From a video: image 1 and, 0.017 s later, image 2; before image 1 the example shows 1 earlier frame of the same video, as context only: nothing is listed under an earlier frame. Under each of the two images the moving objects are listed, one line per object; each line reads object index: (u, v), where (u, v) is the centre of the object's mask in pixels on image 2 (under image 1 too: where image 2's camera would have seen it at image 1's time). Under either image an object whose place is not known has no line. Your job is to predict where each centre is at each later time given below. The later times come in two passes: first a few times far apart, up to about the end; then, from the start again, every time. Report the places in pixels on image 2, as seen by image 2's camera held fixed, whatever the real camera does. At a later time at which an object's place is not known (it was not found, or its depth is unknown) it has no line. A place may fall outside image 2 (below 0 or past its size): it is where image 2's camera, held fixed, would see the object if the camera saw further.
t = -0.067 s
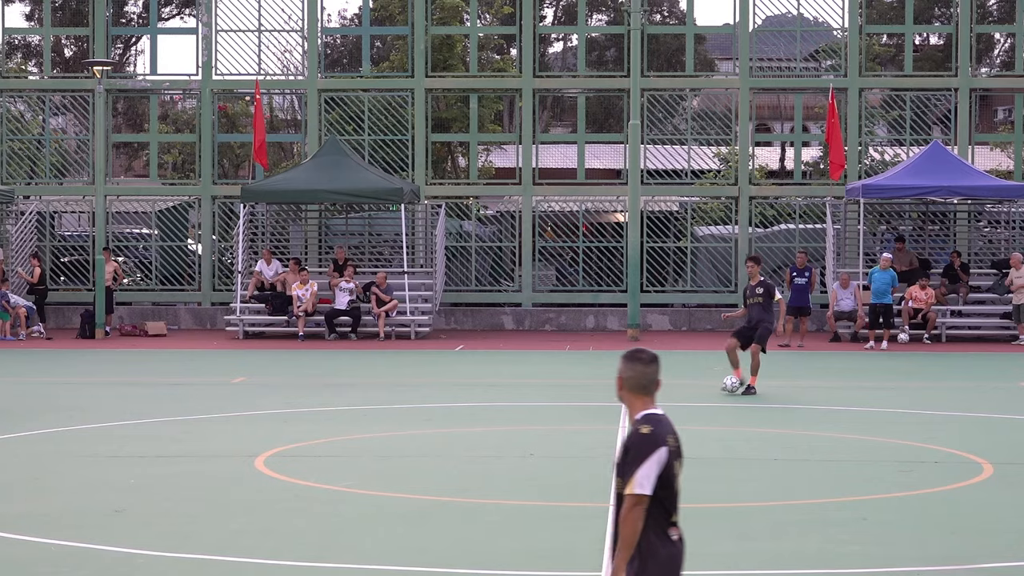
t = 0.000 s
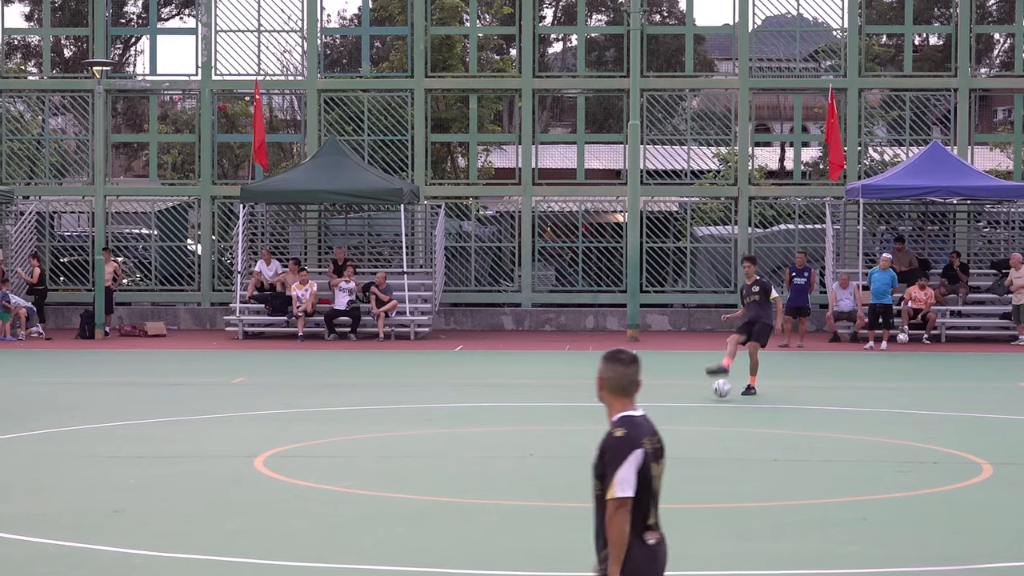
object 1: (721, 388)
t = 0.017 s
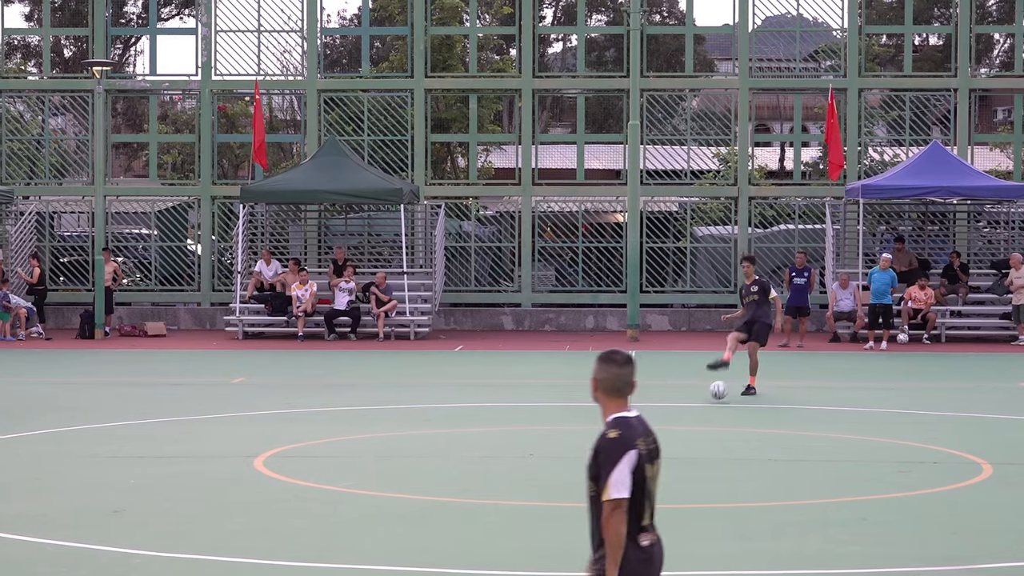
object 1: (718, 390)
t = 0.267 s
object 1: (677, 424)
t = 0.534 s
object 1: (641, 465)
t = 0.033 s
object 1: (715, 392)
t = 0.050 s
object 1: (713, 394)
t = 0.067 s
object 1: (709, 397)
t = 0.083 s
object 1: (706, 400)
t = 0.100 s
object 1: (703, 403)
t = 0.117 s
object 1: (701, 405)
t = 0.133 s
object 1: (698, 405)
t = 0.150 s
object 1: (695, 406)
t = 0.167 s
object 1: (693, 408)
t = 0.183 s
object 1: (690, 410)
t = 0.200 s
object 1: (687, 412)
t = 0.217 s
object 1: (684, 416)
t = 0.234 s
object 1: (682, 419)
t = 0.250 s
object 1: (680, 422)
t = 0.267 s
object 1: (677, 424)
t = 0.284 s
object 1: (675, 425)
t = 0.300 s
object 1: (672, 426)
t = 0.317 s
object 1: (670, 427)
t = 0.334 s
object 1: (668, 429)
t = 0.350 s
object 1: (665, 432)
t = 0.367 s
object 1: (663, 435)
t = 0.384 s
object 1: (660, 438)
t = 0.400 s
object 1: (658, 442)
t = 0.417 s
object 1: (655, 447)
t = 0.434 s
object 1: (653, 451)
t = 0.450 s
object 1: (652, 452)
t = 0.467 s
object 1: (649, 454)
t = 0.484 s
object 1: (647, 456)
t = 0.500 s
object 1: (645, 459)
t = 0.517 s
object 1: (643, 461)
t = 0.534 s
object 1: (641, 465)
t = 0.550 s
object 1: (639, 469)
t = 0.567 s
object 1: (637, 475)
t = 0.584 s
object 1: (635, 479)
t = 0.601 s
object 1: (633, 482)
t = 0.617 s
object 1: (631, 484)
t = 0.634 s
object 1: (629, 487)
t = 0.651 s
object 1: (627, 490)
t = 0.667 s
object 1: (625, 494)
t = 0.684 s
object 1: (622, 499)
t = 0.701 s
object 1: (621, 504)
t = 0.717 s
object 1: (618, 507)
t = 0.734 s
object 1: (616, 509)
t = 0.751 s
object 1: (613, 511)
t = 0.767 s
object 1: (611, 515)
